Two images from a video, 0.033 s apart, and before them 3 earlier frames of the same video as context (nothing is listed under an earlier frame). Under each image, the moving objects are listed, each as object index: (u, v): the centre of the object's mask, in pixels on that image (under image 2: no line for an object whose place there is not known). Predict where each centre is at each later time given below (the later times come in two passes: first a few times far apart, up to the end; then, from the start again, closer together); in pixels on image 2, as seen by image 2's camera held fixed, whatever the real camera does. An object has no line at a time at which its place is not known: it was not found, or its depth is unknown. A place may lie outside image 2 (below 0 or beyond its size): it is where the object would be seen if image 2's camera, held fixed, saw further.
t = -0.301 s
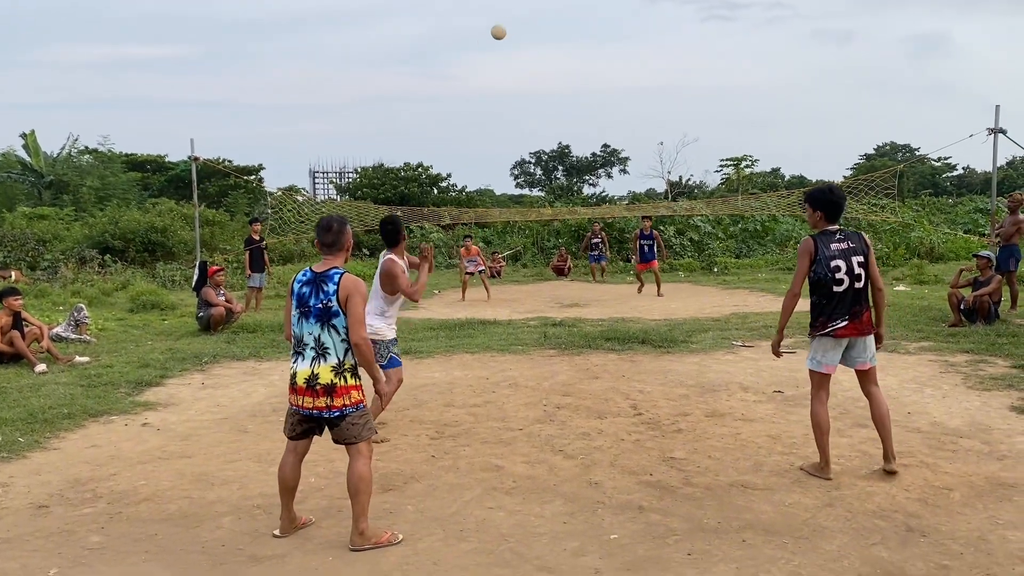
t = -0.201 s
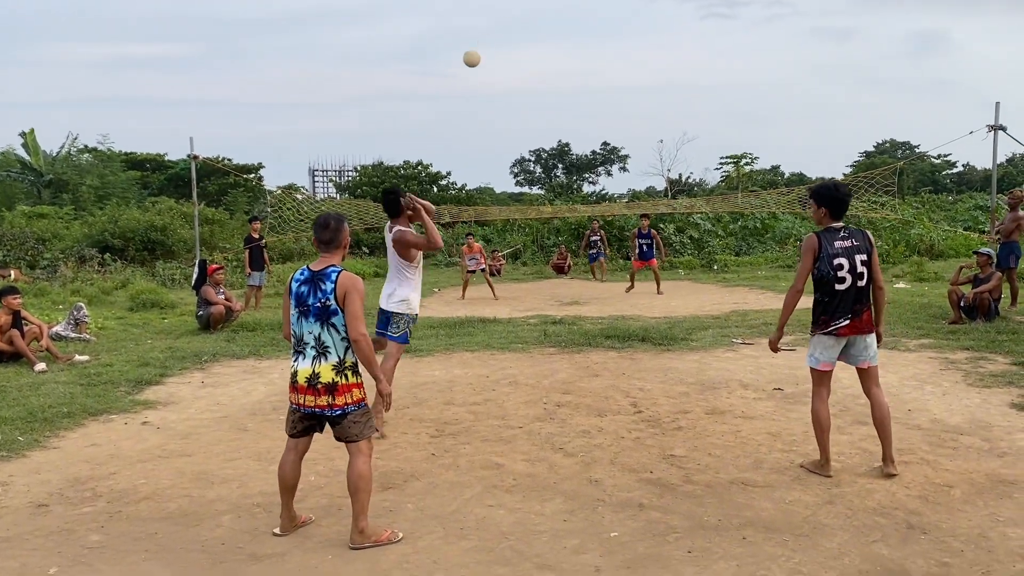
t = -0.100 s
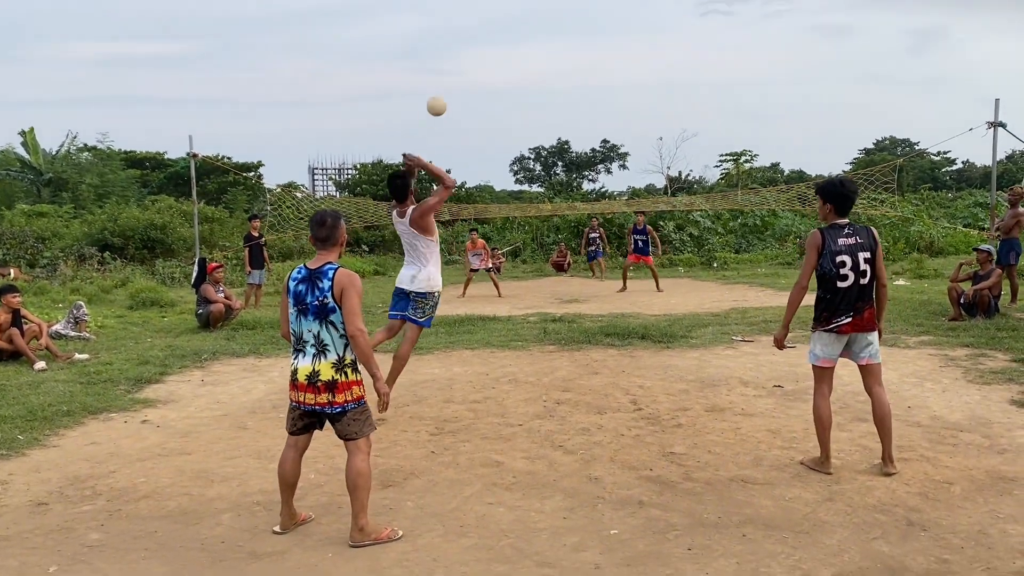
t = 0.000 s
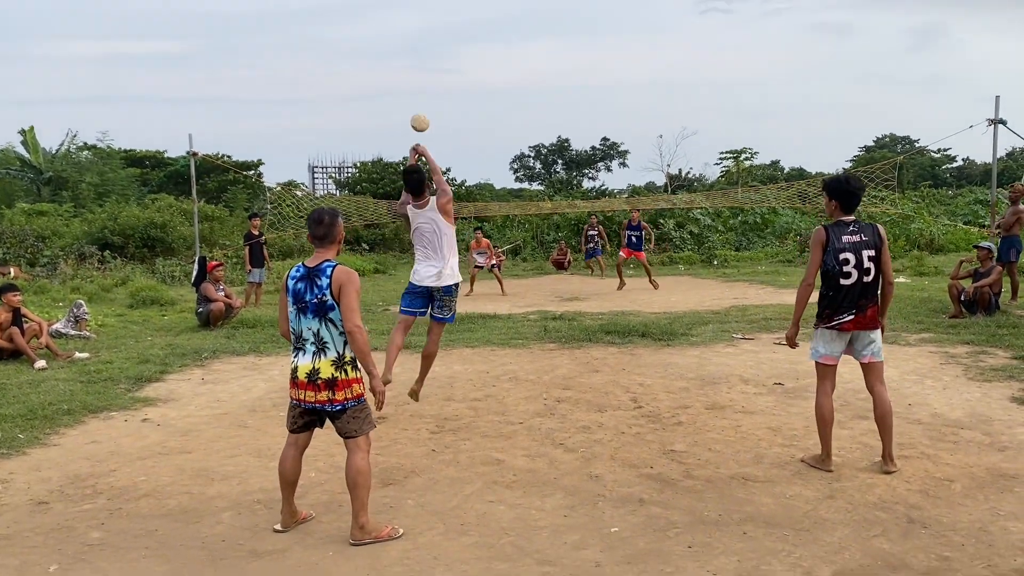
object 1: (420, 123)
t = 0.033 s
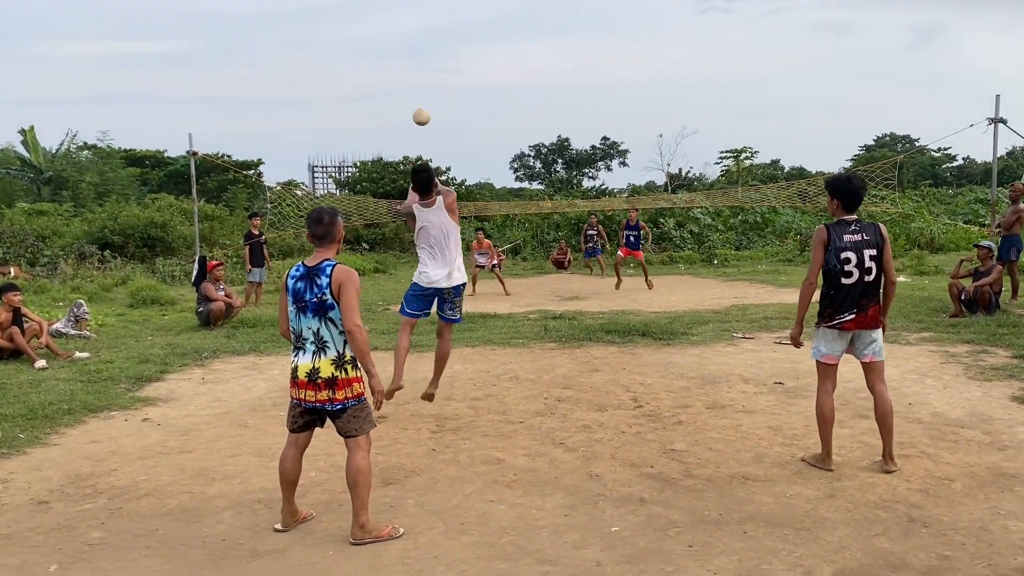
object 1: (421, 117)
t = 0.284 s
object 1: (427, 122)
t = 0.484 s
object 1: (426, 155)
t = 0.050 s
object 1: (422, 115)
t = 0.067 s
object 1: (422, 114)
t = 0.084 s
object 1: (423, 113)
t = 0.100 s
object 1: (423, 112)
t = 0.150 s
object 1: (424, 113)
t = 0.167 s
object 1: (425, 113)
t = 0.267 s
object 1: (426, 120)
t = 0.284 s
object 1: (427, 122)
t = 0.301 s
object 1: (427, 124)
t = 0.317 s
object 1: (427, 126)
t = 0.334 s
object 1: (426, 128)
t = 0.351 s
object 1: (426, 131)
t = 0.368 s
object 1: (426, 134)
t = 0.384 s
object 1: (426, 136)
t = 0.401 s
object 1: (426, 139)
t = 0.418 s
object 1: (426, 142)
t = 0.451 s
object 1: (426, 148)
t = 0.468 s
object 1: (426, 152)
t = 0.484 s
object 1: (426, 155)
